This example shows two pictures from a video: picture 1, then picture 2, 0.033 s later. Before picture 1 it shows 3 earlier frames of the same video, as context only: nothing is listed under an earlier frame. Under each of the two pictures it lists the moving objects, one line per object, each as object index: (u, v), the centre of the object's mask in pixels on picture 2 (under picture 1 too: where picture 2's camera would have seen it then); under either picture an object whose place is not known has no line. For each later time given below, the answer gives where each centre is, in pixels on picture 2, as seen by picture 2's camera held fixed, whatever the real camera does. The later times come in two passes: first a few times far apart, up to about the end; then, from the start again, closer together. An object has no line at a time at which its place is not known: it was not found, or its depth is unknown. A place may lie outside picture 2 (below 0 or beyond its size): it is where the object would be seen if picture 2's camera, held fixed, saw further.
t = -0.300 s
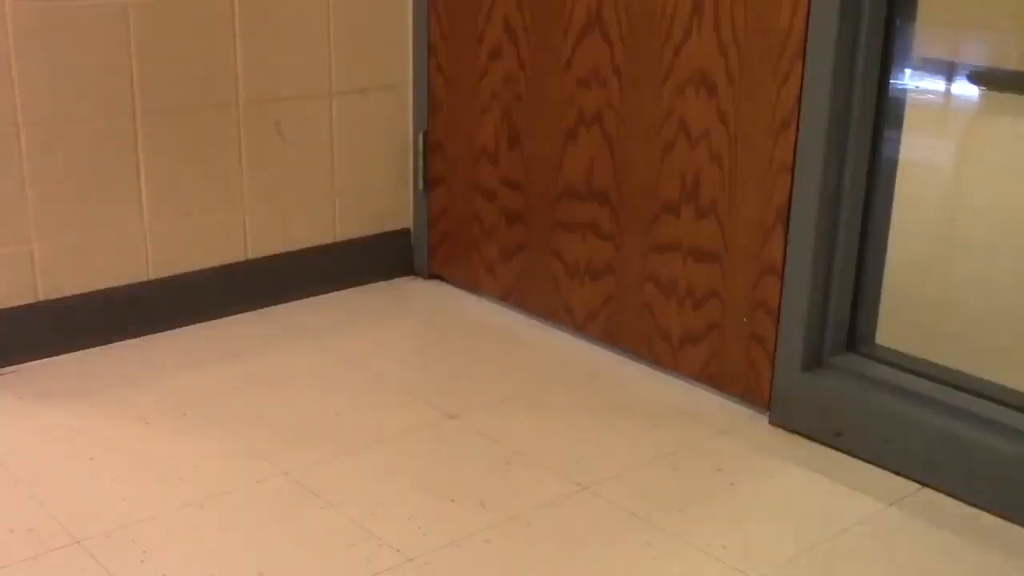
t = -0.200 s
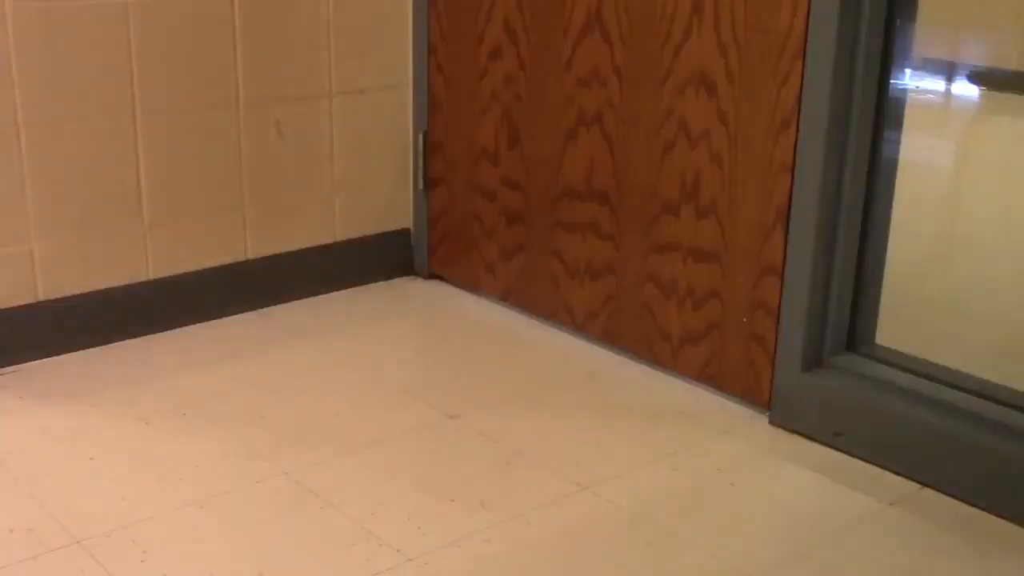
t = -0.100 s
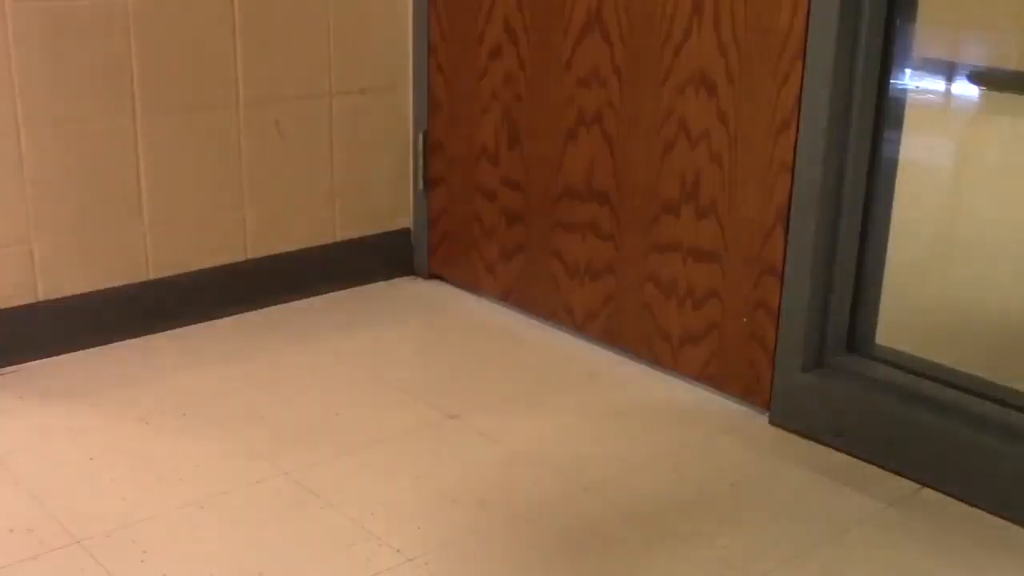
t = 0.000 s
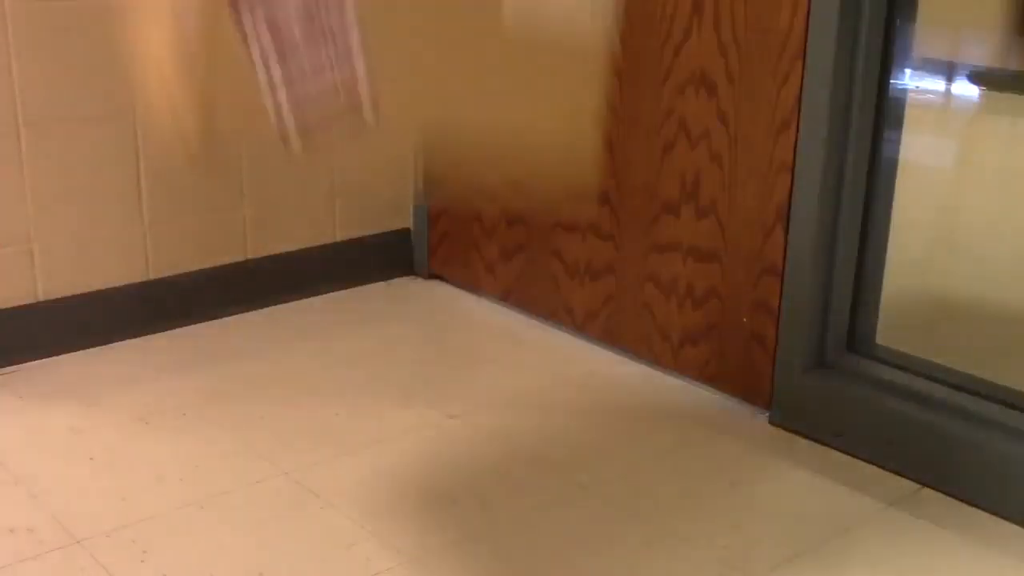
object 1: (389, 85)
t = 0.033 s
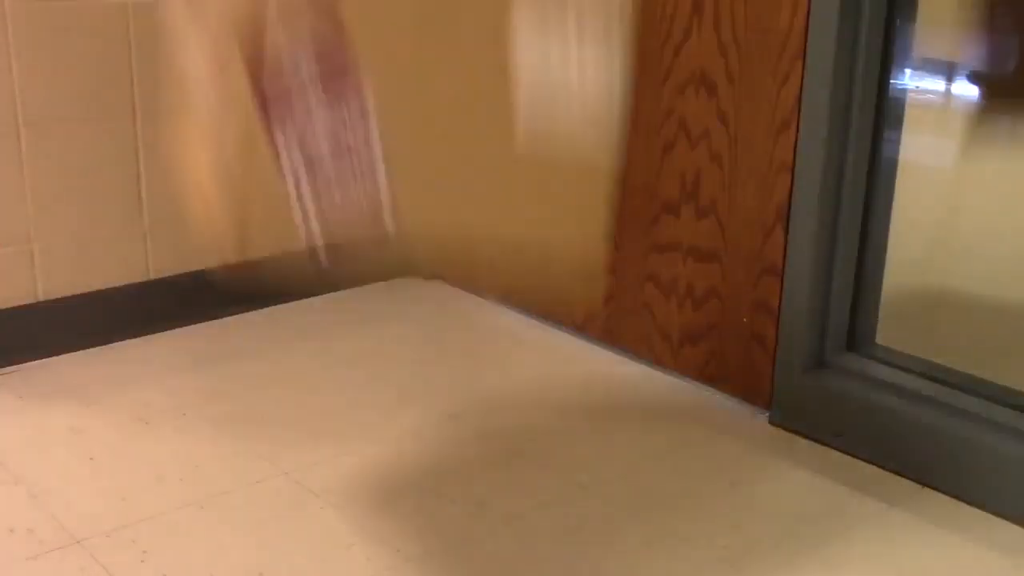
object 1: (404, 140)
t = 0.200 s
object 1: (451, 350)
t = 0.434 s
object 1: (461, 317)
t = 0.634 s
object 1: (457, 338)
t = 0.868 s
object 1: (457, 335)
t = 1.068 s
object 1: (457, 335)
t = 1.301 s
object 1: (458, 335)
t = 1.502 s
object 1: (458, 335)
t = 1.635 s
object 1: (457, 335)
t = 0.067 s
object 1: (428, 182)
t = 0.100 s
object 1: (442, 266)
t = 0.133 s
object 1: (454, 354)
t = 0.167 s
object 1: (456, 362)
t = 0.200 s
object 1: (451, 350)
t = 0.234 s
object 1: (454, 335)
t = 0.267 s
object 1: (456, 326)
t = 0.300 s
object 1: (457, 320)
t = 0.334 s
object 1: (459, 315)
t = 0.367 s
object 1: (460, 313)
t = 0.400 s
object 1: (461, 313)
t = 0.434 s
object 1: (461, 317)
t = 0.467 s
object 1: (461, 323)
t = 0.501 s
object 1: (460, 329)
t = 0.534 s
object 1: (459, 338)
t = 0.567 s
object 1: (457, 346)
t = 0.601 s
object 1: (457, 343)
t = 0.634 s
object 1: (457, 338)
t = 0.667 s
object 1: (458, 335)
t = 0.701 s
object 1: (458, 334)
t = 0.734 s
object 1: (457, 335)
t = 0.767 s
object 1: (457, 336)
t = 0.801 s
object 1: (457, 335)
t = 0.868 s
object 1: (457, 335)
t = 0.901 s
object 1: (458, 335)
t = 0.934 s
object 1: (458, 335)
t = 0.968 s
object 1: (458, 335)
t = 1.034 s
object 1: (458, 335)
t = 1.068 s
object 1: (457, 335)
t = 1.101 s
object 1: (457, 335)
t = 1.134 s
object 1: (457, 335)
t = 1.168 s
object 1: (457, 335)
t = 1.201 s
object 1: (457, 335)
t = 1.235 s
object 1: (457, 335)
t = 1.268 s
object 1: (458, 335)
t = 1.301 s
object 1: (458, 335)
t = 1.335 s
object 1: (458, 335)
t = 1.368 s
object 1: (458, 335)
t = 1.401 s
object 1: (458, 335)
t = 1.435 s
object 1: (457, 335)
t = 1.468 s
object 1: (457, 335)
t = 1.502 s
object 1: (458, 335)
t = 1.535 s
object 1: (457, 335)
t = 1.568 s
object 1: (457, 335)
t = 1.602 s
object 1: (457, 335)
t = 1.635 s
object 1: (457, 335)
